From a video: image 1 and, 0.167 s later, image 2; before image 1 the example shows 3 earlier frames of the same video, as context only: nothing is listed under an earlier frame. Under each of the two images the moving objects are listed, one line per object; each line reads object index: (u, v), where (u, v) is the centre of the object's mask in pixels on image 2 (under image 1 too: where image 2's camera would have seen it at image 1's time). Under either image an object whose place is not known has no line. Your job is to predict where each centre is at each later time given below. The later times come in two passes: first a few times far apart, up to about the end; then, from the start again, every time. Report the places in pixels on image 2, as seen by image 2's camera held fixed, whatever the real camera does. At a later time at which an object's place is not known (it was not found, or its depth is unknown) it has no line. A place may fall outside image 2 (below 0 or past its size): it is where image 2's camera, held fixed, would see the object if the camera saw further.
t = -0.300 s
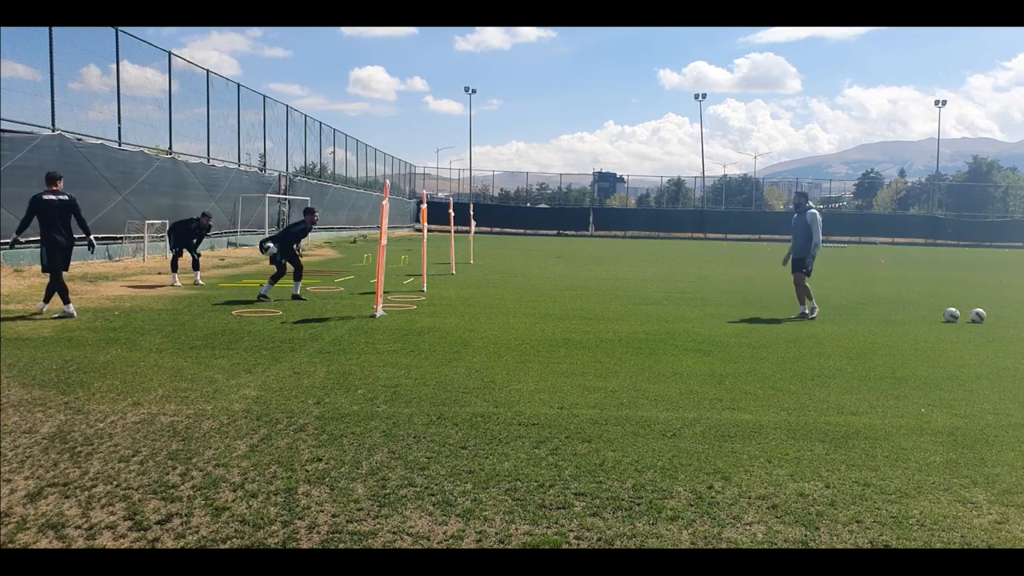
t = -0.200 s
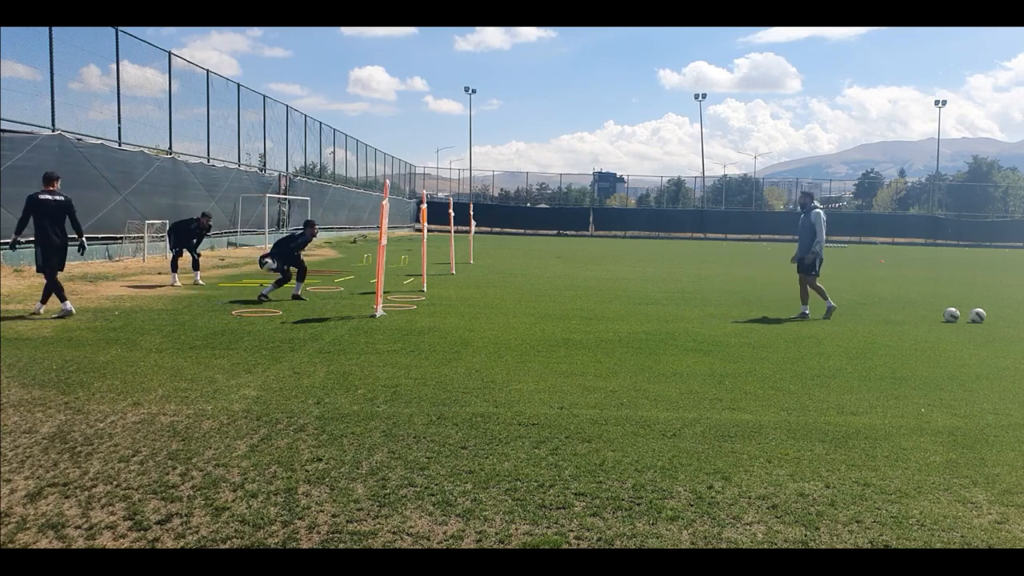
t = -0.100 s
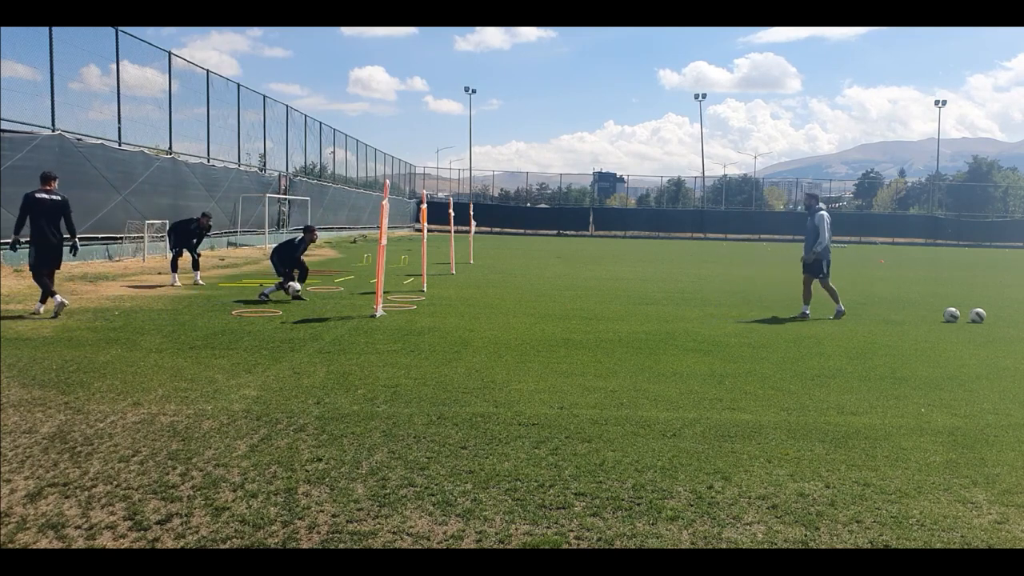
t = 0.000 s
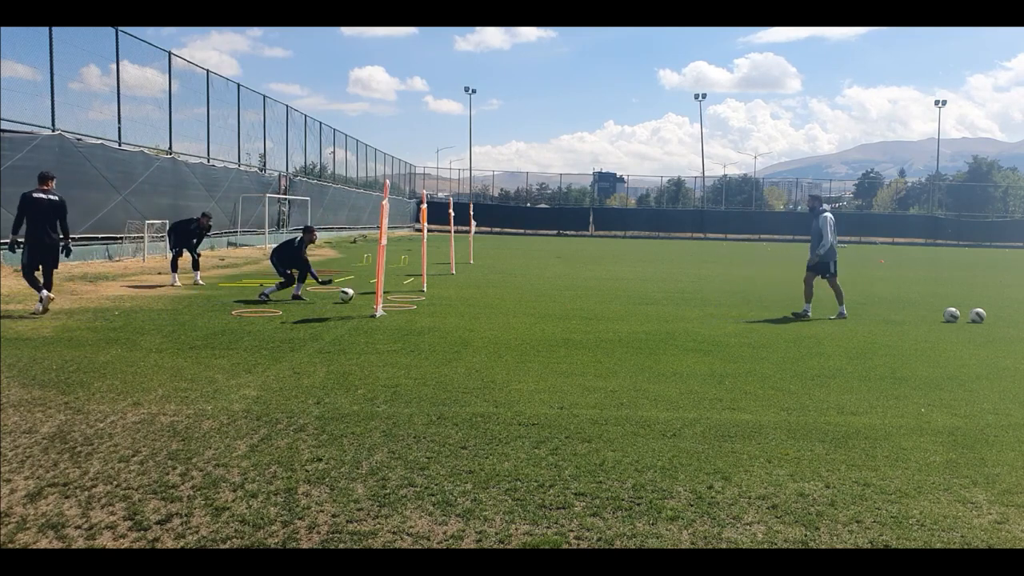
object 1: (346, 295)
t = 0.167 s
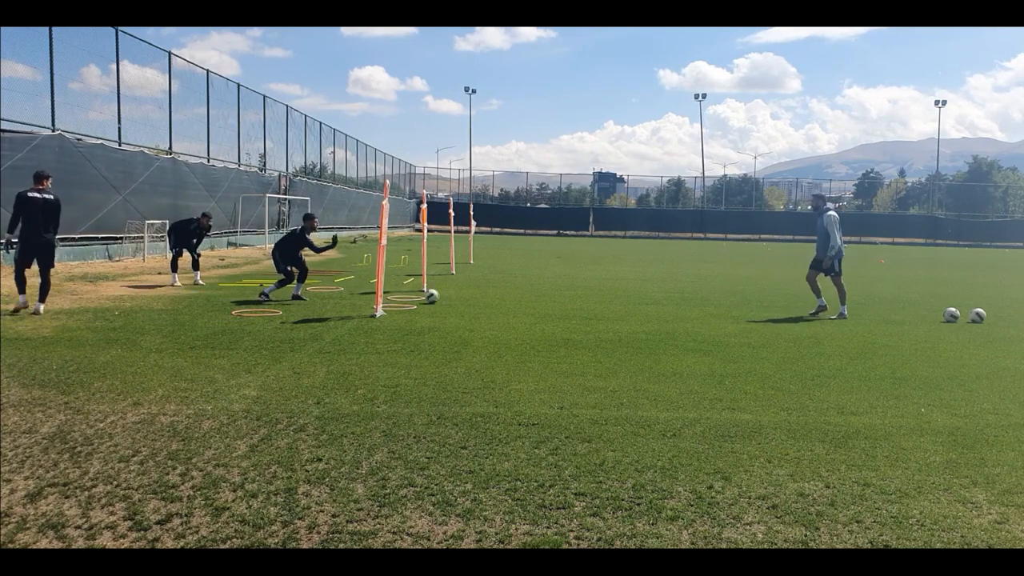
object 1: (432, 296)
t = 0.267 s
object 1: (475, 298)
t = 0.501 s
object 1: (561, 299)
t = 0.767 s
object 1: (651, 301)
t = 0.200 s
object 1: (447, 297)
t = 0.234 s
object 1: (462, 298)
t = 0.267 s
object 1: (475, 298)
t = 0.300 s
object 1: (489, 298)
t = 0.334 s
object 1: (501, 298)
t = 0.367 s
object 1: (513, 298)
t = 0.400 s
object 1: (526, 298)
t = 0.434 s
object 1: (538, 298)
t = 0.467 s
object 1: (549, 298)
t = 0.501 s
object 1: (561, 299)
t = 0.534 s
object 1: (573, 299)
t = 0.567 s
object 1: (584, 299)
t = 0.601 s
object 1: (595, 299)
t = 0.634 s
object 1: (606, 300)
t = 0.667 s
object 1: (618, 300)
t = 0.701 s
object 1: (628, 300)
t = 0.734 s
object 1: (640, 301)
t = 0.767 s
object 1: (651, 301)
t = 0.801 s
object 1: (662, 301)
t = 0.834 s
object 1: (672, 302)
